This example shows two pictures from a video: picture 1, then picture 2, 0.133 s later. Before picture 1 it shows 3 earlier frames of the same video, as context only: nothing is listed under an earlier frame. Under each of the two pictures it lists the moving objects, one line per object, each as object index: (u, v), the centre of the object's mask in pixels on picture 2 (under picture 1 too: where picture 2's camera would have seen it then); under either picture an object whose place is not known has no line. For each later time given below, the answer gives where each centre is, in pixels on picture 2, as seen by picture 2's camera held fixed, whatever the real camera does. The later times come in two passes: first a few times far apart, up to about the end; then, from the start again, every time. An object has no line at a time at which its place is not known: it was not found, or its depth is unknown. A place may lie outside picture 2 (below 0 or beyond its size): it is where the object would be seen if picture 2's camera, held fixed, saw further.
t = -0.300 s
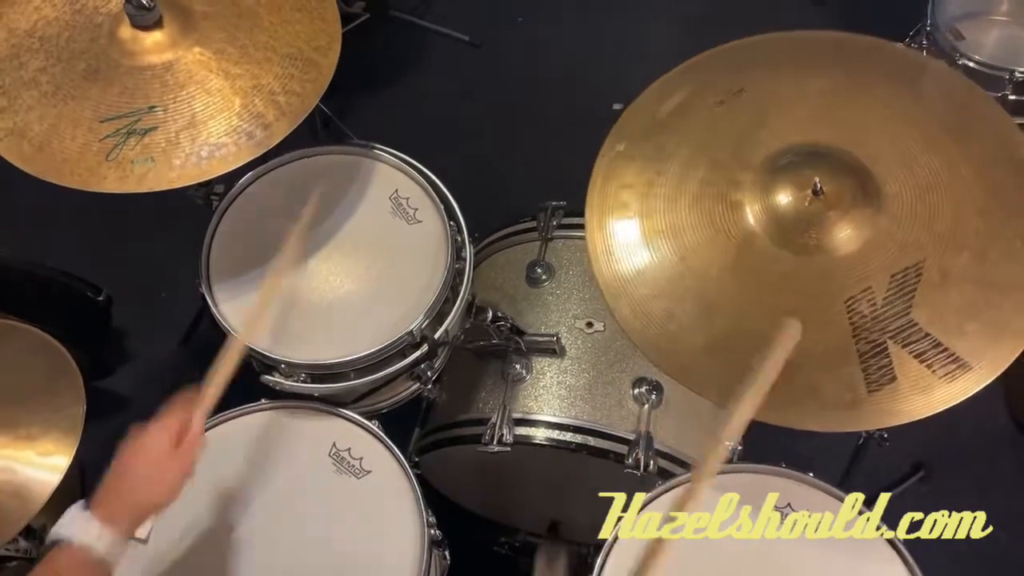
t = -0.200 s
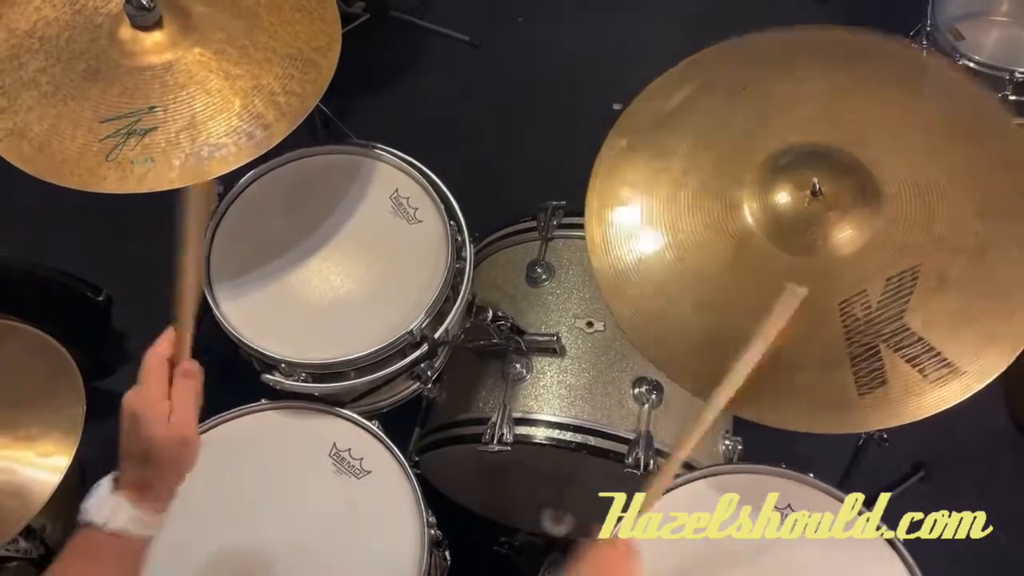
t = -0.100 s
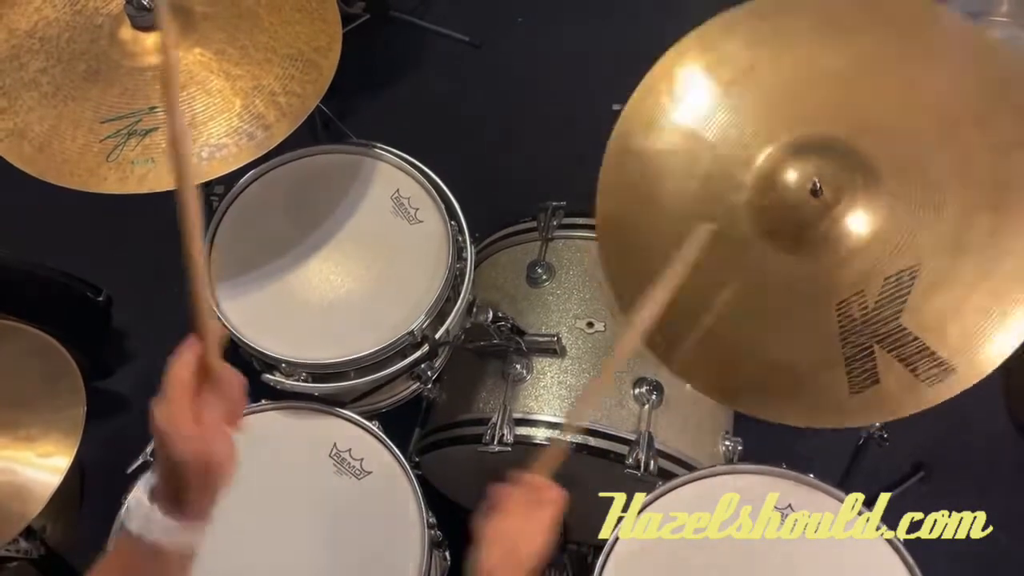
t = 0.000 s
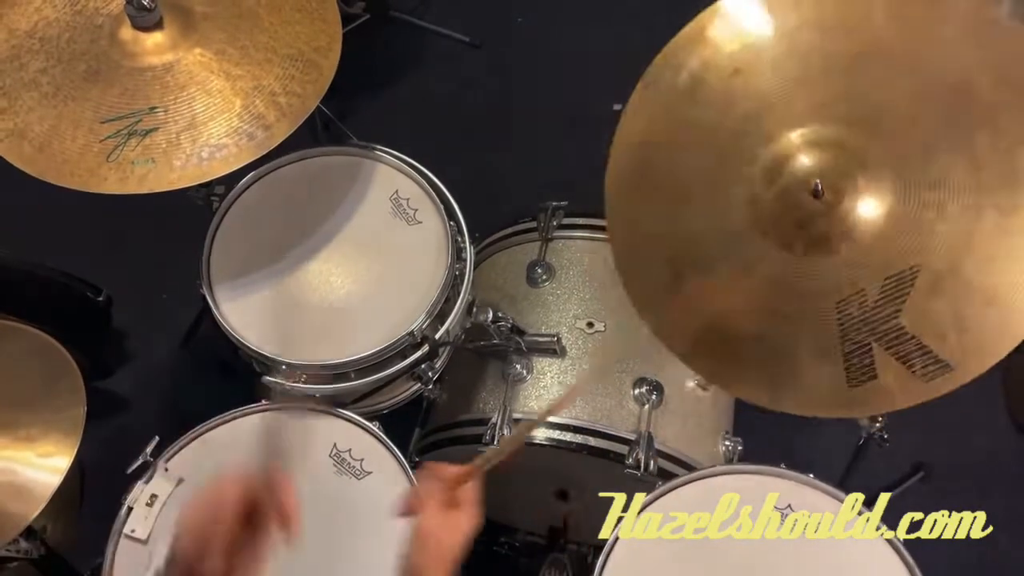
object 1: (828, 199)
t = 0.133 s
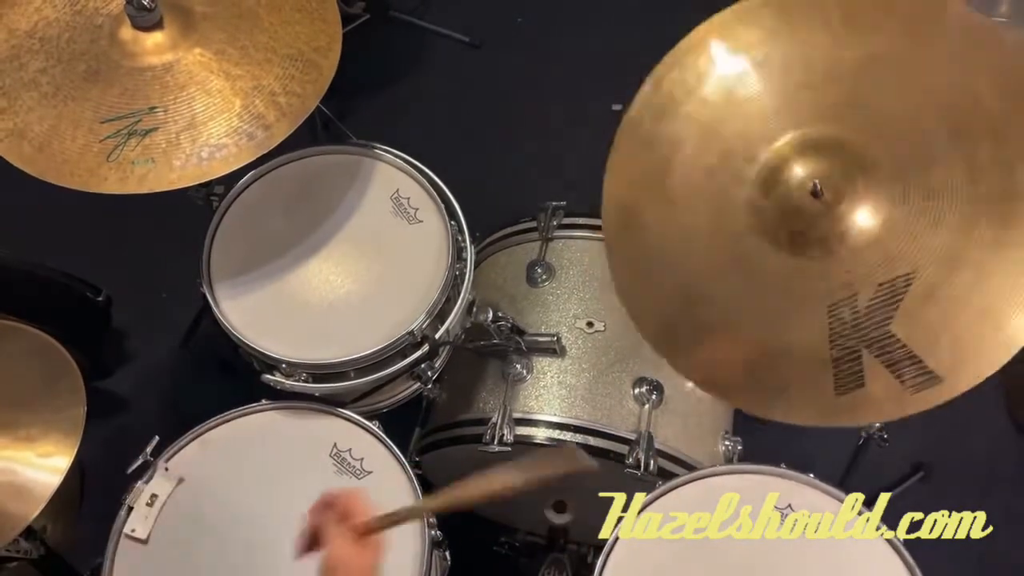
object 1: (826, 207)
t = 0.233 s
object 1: (822, 220)
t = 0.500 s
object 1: (815, 237)
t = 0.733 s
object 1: (819, 223)
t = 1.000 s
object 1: (820, 224)
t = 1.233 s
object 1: (820, 234)
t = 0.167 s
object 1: (825, 210)
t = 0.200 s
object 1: (823, 214)
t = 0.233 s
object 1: (822, 220)
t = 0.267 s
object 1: (819, 226)
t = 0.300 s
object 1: (818, 231)
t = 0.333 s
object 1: (816, 237)
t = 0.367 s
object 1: (814, 241)
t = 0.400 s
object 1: (813, 243)
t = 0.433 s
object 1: (814, 242)
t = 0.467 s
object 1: (814, 240)
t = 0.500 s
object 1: (815, 237)
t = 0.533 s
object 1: (816, 234)
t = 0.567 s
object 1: (817, 230)
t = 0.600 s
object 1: (818, 228)
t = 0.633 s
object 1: (818, 226)
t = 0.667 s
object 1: (819, 225)
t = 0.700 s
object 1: (819, 224)
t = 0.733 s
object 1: (819, 223)
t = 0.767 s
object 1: (819, 222)
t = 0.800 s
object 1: (820, 221)
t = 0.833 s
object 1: (820, 221)
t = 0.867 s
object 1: (820, 221)
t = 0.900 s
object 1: (821, 221)
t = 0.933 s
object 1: (821, 222)
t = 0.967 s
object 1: (821, 223)
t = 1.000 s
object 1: (820, 224)
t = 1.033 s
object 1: (820, 225)
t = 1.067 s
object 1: (820, 227)
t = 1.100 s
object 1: (819, 229)
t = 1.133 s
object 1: (820, 230)
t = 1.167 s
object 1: (820, 232)
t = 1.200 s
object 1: (820, 233)
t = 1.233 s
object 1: (820, 234)
